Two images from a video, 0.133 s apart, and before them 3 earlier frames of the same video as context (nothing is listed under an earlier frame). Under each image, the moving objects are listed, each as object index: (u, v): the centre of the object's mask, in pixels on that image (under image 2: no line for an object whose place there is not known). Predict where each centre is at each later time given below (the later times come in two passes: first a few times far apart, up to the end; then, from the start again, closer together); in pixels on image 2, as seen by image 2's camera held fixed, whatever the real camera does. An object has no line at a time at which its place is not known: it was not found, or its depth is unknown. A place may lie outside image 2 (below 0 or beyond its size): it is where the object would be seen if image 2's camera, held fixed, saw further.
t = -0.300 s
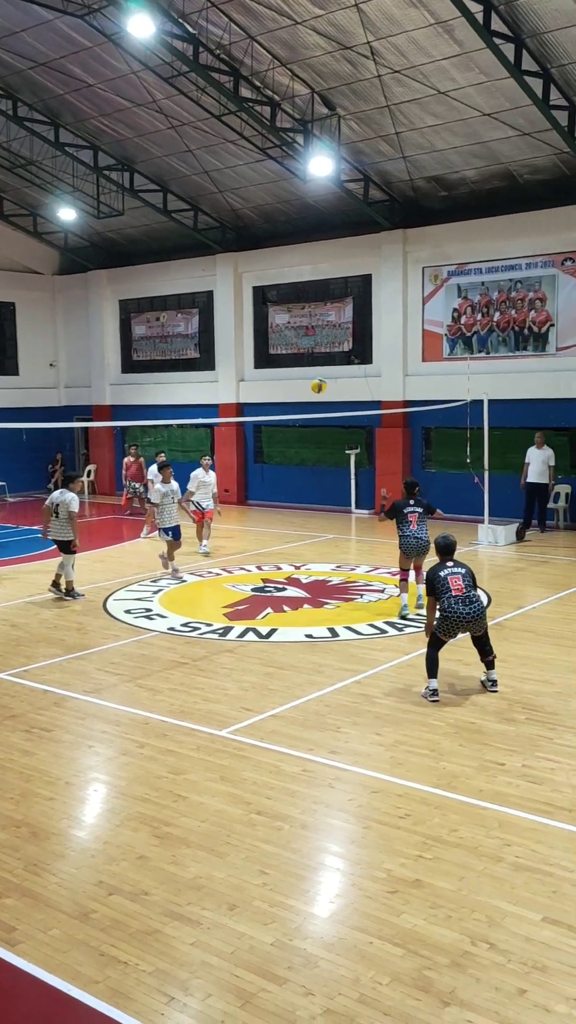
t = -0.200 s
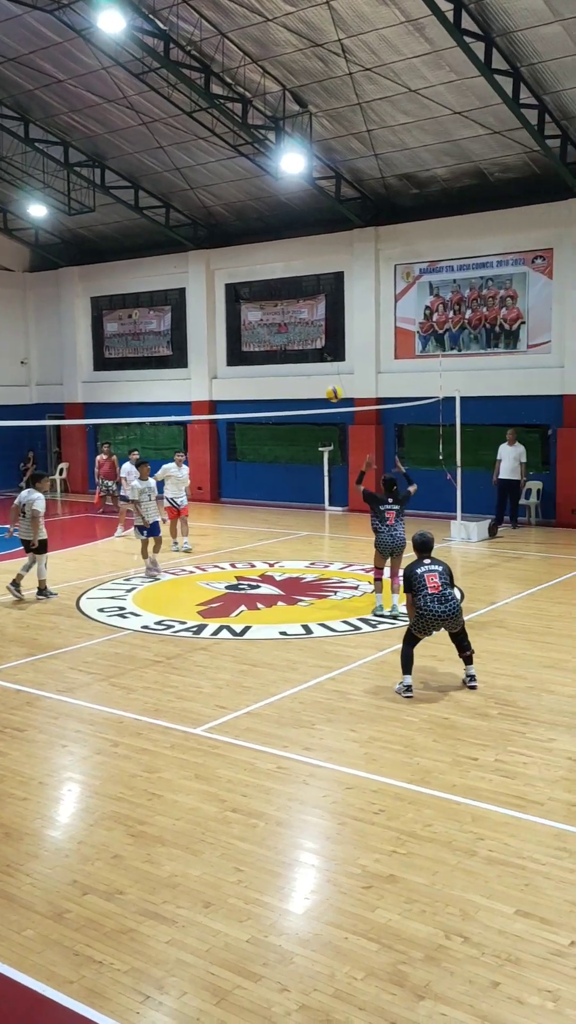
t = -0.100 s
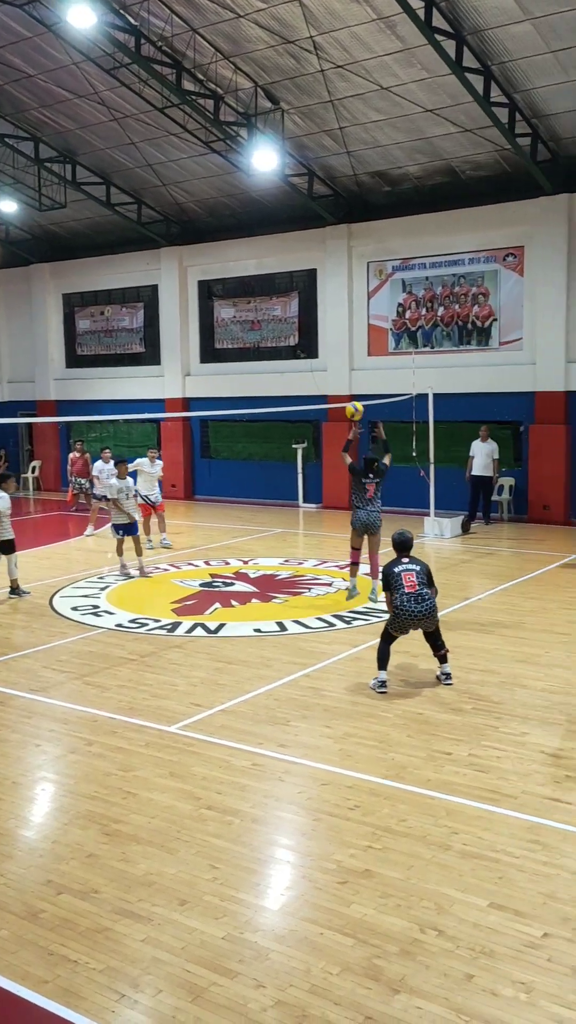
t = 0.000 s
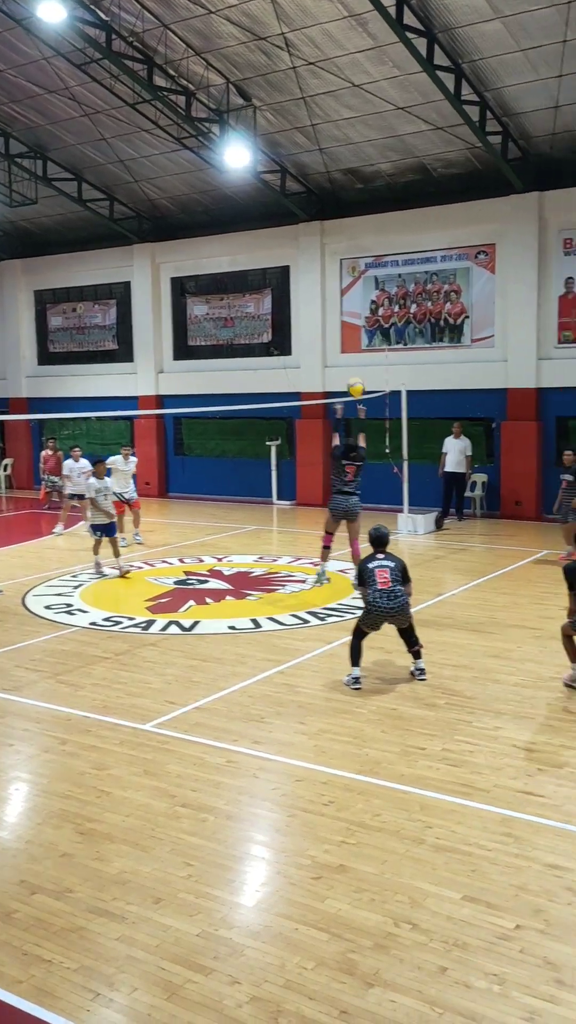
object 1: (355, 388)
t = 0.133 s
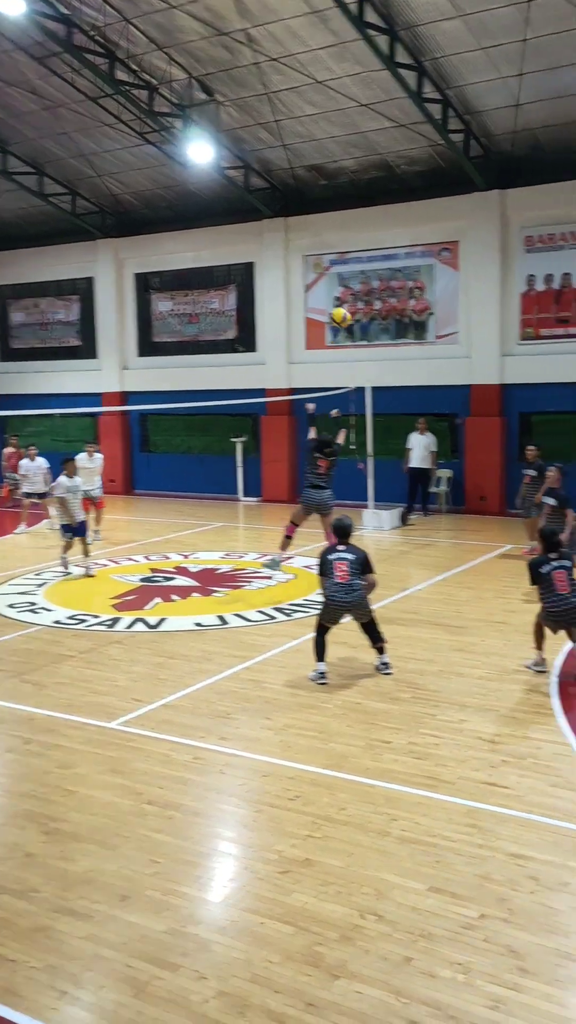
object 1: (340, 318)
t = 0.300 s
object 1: (367, 252)
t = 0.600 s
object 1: (419, 194)
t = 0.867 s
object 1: (469, 217)
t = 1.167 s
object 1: (527, 335)
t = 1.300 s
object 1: (554, 421)
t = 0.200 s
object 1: (352, 288)
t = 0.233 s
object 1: (356, 275)
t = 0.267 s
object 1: (361, 263)
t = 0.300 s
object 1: (367, 252)
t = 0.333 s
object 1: (372, 241)
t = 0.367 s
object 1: (378, 232)
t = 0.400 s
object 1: (383, 224)
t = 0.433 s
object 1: (389, 216)
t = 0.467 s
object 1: (395, 210)
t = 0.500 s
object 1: (401, 204)
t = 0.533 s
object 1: (407, 200)
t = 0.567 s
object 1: (413, 197)
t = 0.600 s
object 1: (419, 194)
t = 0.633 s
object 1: (424, 193)
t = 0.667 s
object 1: (431, 193)
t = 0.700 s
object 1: (437, 194)
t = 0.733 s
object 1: (443, 196)
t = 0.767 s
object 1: (450, 200)
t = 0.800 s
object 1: (456, 204)
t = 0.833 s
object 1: (462, 210)
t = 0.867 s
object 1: (469, 217)
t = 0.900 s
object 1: (476, 225)
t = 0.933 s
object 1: (482, 234)
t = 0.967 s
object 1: (488, 245)
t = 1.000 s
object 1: (495, 257)
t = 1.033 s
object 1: (501, 270)
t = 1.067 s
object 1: (508, 285)
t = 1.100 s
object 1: (514, 300)
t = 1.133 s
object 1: (521, 318)
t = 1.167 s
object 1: (527, 335)
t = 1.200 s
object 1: (534, 355)
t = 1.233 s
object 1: (541, 376)
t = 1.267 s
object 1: (548, 398)
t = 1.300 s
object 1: (554, 421)
